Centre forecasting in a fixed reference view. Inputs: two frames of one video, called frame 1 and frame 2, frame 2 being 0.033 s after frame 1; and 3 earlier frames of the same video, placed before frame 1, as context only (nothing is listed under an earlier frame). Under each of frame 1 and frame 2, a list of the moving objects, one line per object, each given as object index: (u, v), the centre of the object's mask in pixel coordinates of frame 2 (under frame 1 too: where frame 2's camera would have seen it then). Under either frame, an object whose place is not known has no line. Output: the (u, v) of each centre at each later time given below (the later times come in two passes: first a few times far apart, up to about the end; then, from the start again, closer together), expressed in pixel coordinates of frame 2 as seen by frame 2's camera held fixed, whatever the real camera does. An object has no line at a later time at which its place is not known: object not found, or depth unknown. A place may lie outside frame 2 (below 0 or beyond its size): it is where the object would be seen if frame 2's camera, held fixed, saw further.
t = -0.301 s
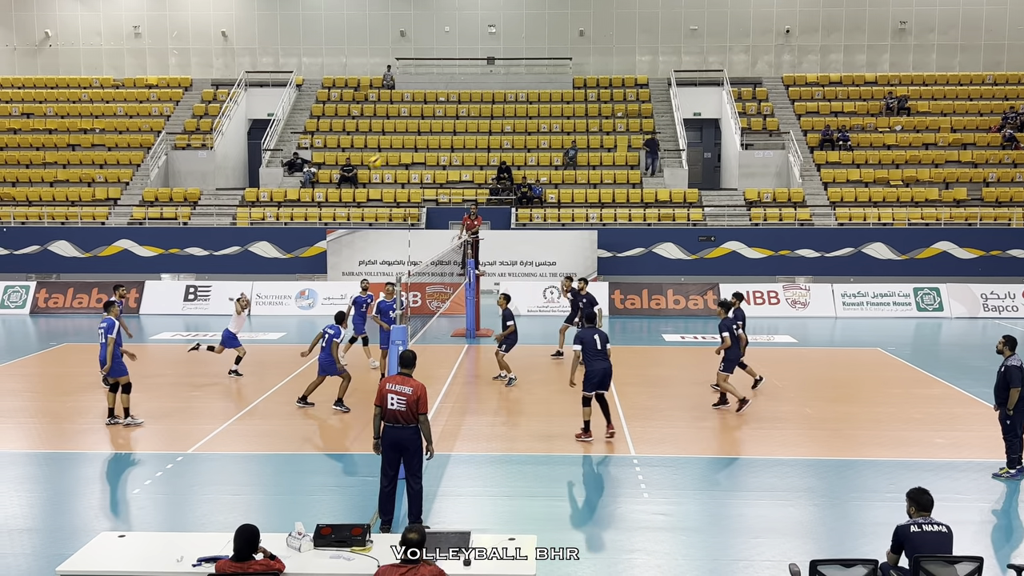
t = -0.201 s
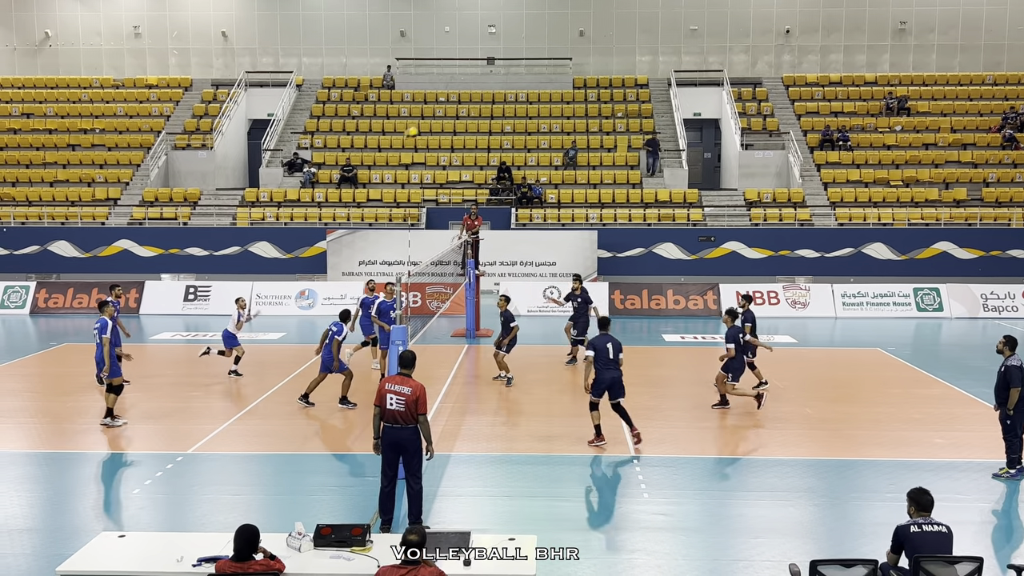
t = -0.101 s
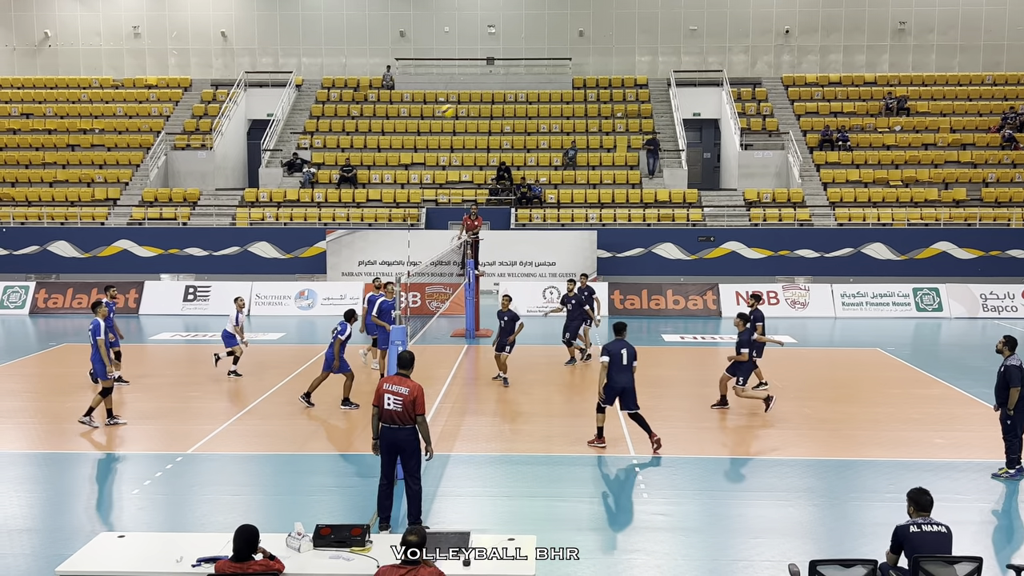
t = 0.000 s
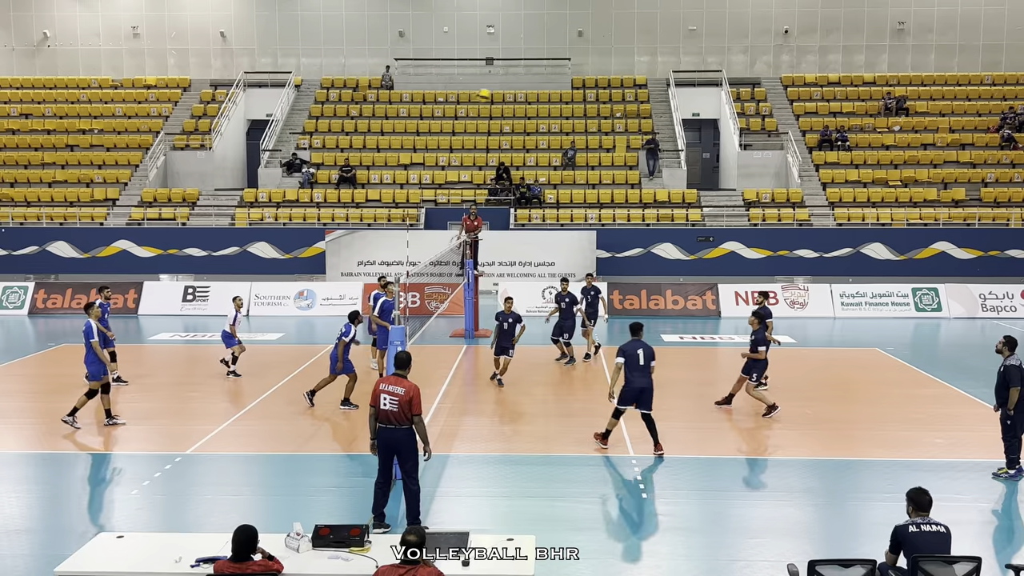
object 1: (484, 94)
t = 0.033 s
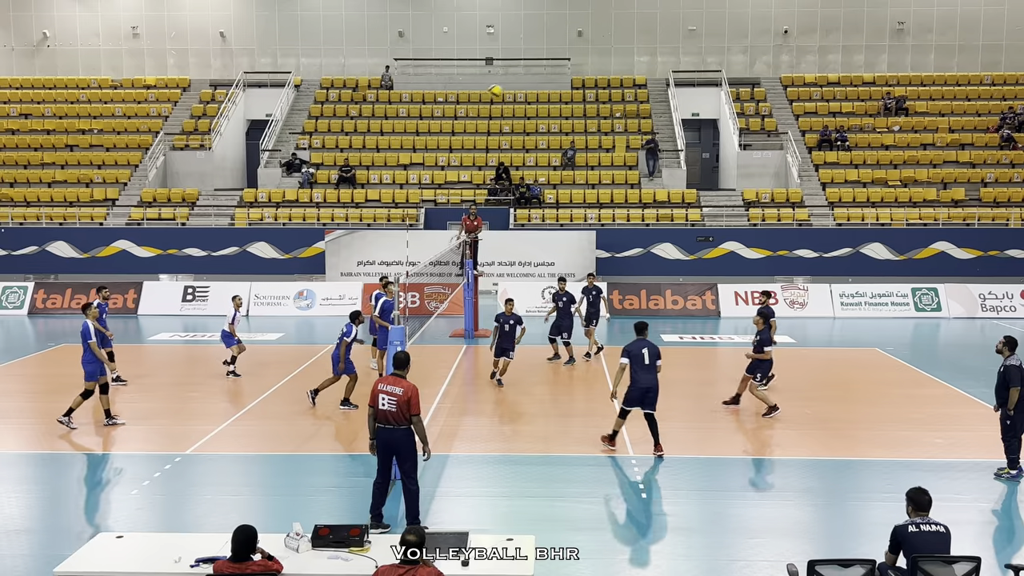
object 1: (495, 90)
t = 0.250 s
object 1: (576, 83)
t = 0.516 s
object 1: (676, 116)
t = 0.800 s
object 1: (778, 205)
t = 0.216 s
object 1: (562, 82)
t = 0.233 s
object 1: (570, 82)
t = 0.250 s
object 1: (576, 83)
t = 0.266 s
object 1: (580, 83)
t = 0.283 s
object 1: (587, 83)
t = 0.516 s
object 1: (676, 116)
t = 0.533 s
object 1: (683, 121)
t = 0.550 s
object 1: (689, 125)
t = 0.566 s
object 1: (695, 128)
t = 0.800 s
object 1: (778, 205)
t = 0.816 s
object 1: (785, 212)
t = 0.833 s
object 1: (790, 219)
